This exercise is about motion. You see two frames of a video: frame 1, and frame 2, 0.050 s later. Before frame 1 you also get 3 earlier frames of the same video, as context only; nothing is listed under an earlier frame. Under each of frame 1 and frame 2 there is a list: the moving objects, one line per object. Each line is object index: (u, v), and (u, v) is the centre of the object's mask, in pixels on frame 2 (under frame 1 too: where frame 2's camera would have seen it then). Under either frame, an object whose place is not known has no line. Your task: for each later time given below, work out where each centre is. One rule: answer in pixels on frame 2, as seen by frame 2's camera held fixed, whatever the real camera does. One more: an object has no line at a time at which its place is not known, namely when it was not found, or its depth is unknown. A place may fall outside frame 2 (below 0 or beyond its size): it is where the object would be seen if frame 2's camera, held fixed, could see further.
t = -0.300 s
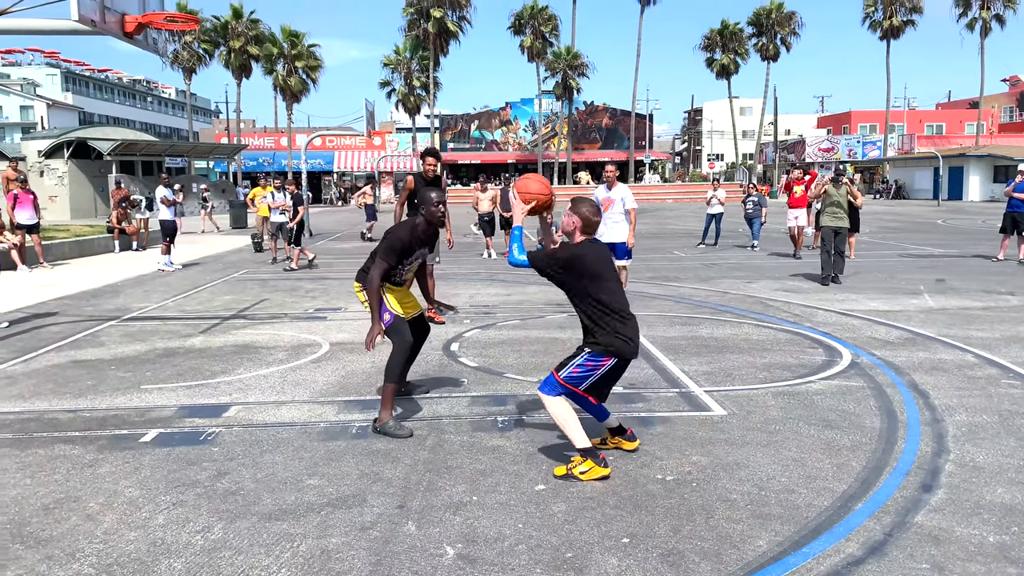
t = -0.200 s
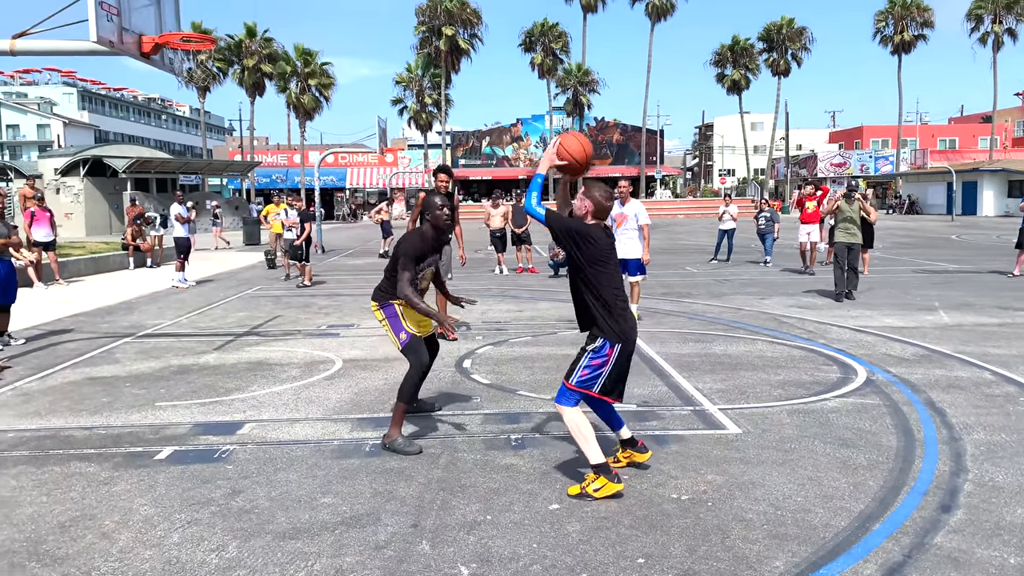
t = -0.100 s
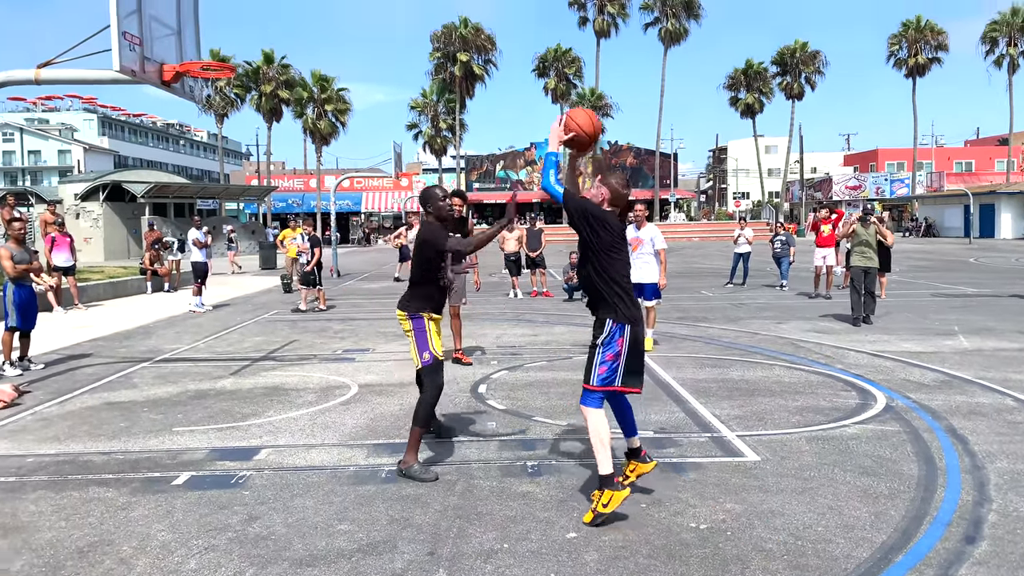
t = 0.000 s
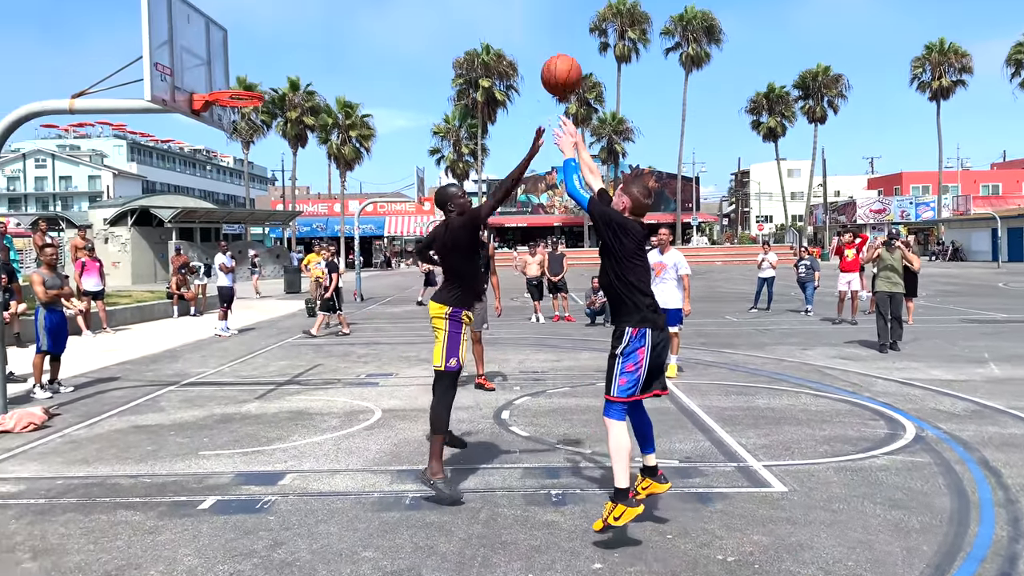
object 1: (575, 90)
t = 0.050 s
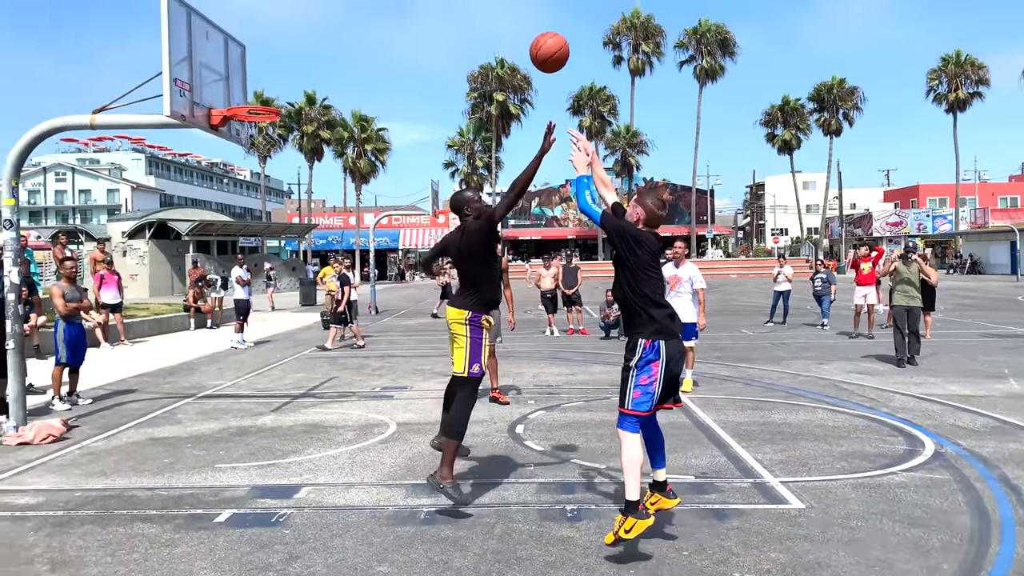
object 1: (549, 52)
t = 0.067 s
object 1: (541, 40)
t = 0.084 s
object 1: (533, 30)
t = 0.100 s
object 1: (525, 20)
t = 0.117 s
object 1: (517, 10)
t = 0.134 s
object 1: (510, 2)
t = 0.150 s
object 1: (502, -6)
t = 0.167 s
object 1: (496, -13)
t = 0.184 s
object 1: (487, -21)
